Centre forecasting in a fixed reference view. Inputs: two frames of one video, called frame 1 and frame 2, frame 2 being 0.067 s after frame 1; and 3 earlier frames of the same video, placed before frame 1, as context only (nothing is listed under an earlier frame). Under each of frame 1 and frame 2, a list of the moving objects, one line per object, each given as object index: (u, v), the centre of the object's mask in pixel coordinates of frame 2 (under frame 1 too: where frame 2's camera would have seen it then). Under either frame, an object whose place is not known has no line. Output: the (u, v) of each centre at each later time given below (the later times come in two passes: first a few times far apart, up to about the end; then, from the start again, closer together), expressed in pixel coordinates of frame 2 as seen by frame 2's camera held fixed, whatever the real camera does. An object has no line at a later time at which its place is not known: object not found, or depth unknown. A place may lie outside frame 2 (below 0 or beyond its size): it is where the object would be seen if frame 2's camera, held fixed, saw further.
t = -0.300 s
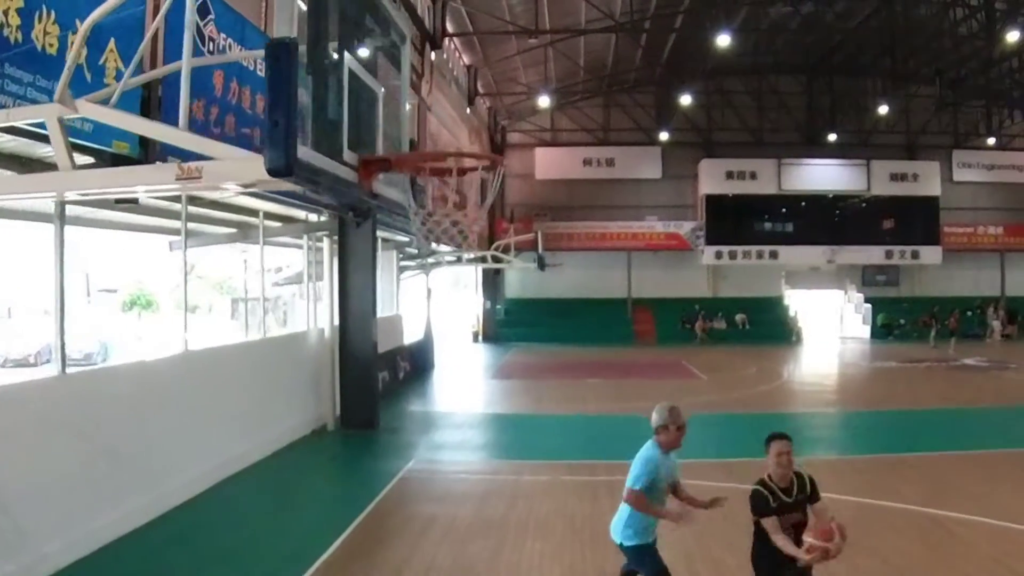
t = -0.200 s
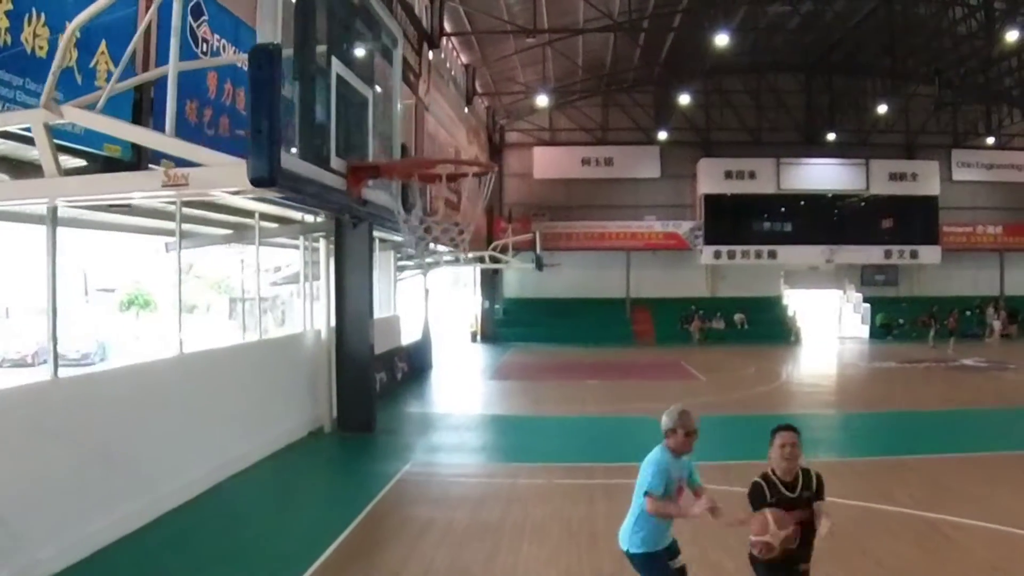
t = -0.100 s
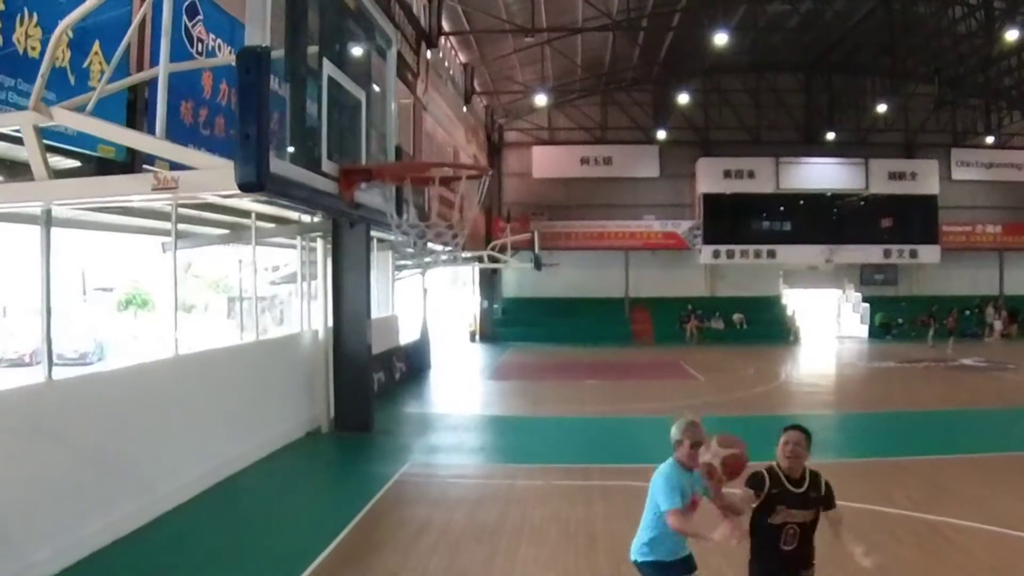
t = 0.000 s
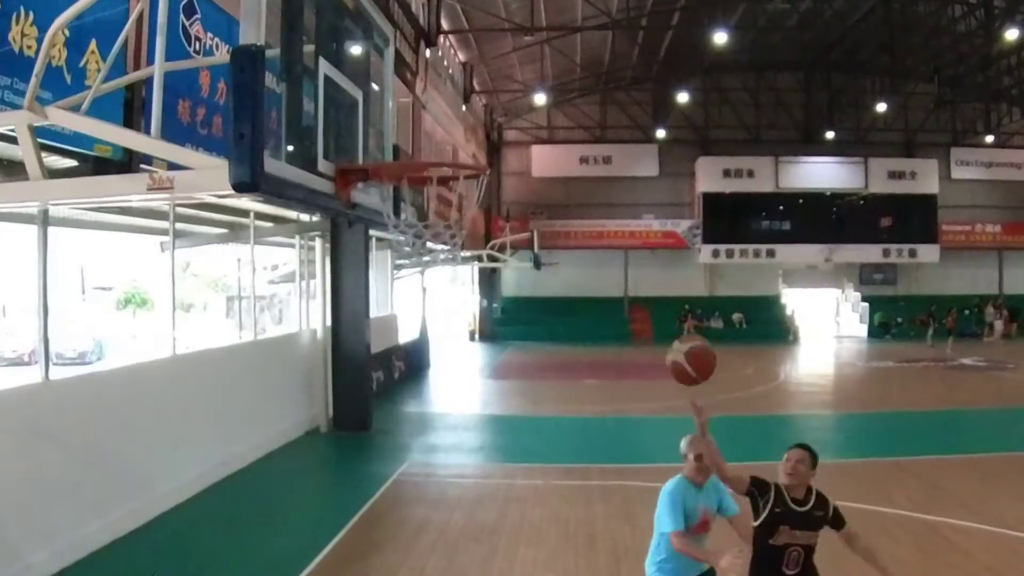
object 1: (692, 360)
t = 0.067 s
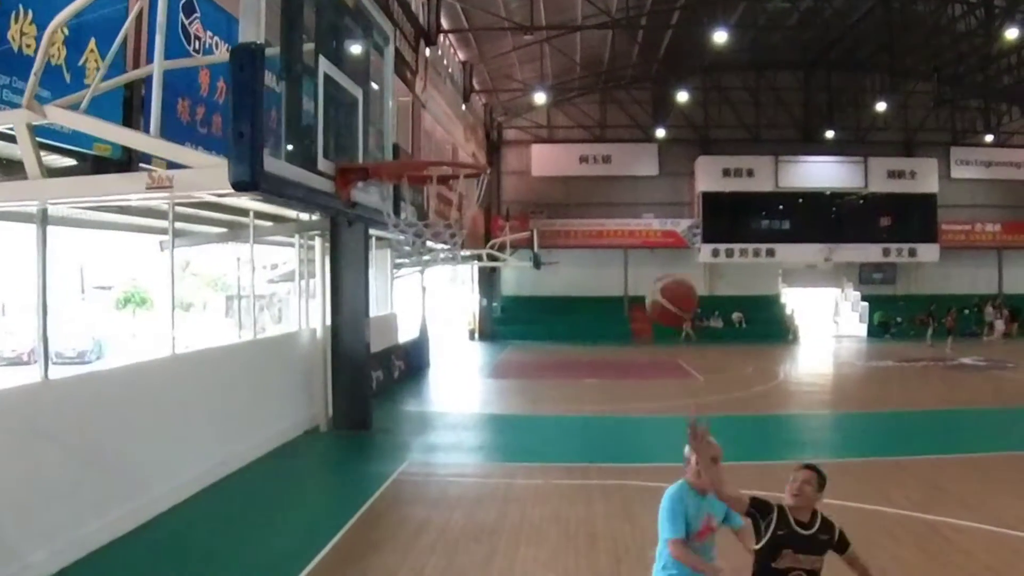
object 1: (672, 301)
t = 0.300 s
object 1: (600, 160)
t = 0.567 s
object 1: (519, 140)
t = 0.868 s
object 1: (447, 205)
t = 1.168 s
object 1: (507, 287)
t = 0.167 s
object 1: (641, 227)
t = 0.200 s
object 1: (630, 206)
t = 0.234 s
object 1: (620, 189)
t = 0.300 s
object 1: (600, 160)
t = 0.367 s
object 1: (580, 143)
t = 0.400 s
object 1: (569, 137)
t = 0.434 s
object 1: (560, 134)
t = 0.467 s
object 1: (549, 131)
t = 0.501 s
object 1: (539, 132)
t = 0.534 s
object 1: (529, 134)
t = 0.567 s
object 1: (519, 140)
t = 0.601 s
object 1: (508, 147)
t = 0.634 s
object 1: (500, 152)
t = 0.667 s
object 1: (495, 155)
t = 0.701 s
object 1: (484, 154)
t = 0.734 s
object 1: (477, 157)
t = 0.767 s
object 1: (468, 169)
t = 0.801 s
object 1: (454, 187)
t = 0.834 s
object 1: (456, 202)
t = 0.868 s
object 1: (447, 205)
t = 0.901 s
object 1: (443, 204)
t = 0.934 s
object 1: (444, 208)
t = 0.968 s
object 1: (445, 215)
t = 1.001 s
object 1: (455, 252)
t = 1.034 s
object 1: (460, 240)
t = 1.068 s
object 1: (468, 245)
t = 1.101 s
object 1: (479, 263)
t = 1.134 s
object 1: (499, 274)
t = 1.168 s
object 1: (507, 287)
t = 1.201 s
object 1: (514, 305)
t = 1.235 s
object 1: (514, 326)
